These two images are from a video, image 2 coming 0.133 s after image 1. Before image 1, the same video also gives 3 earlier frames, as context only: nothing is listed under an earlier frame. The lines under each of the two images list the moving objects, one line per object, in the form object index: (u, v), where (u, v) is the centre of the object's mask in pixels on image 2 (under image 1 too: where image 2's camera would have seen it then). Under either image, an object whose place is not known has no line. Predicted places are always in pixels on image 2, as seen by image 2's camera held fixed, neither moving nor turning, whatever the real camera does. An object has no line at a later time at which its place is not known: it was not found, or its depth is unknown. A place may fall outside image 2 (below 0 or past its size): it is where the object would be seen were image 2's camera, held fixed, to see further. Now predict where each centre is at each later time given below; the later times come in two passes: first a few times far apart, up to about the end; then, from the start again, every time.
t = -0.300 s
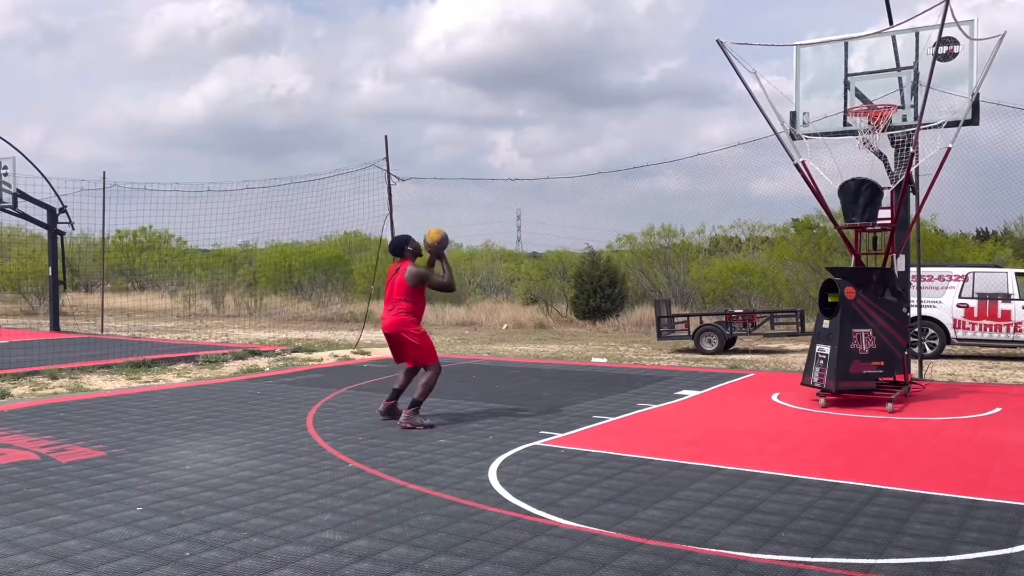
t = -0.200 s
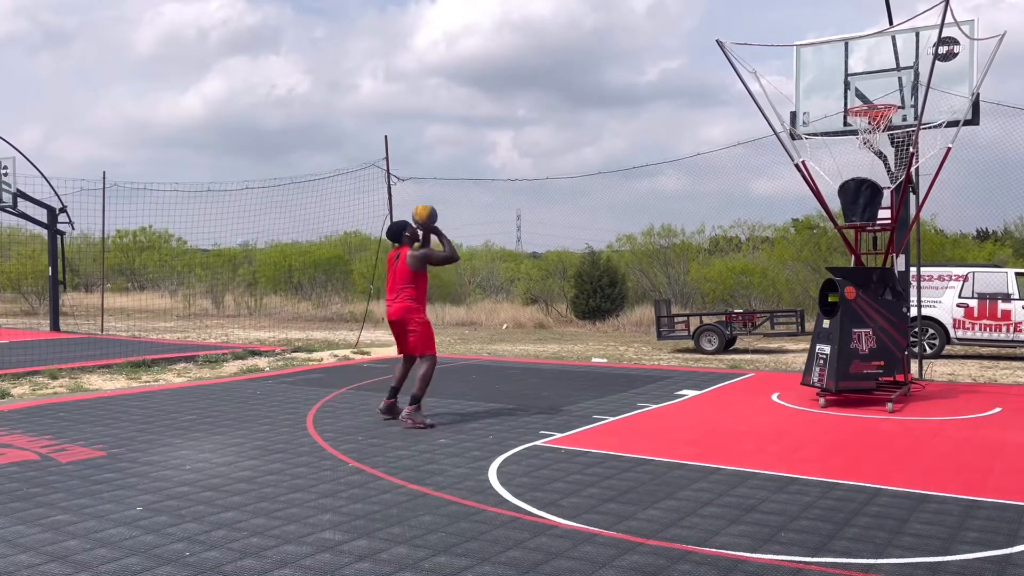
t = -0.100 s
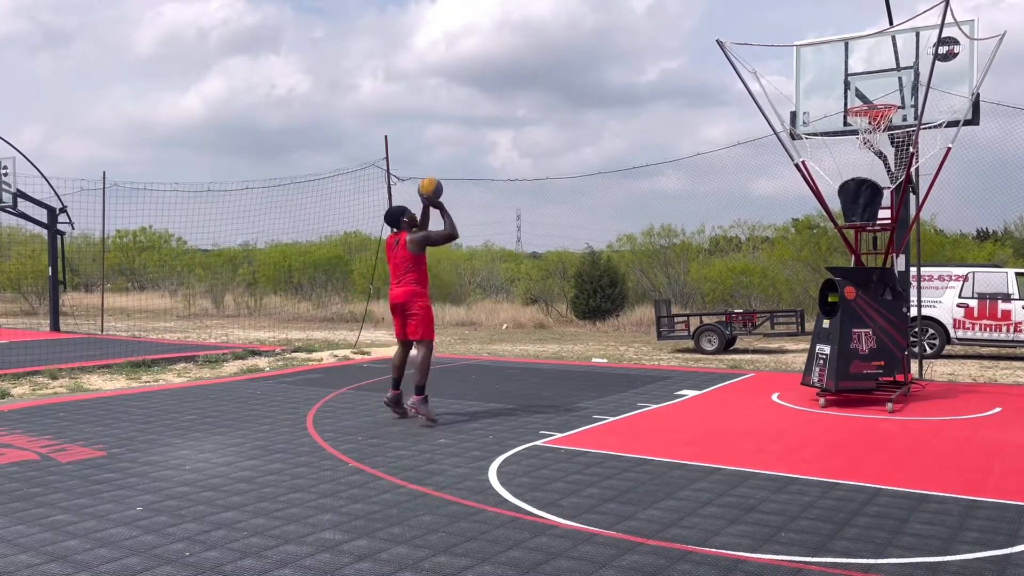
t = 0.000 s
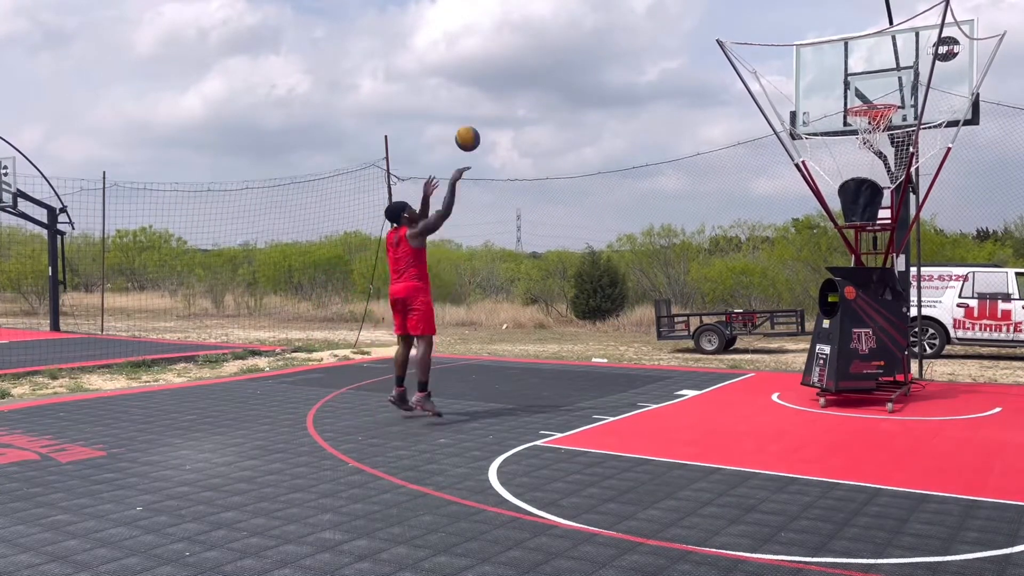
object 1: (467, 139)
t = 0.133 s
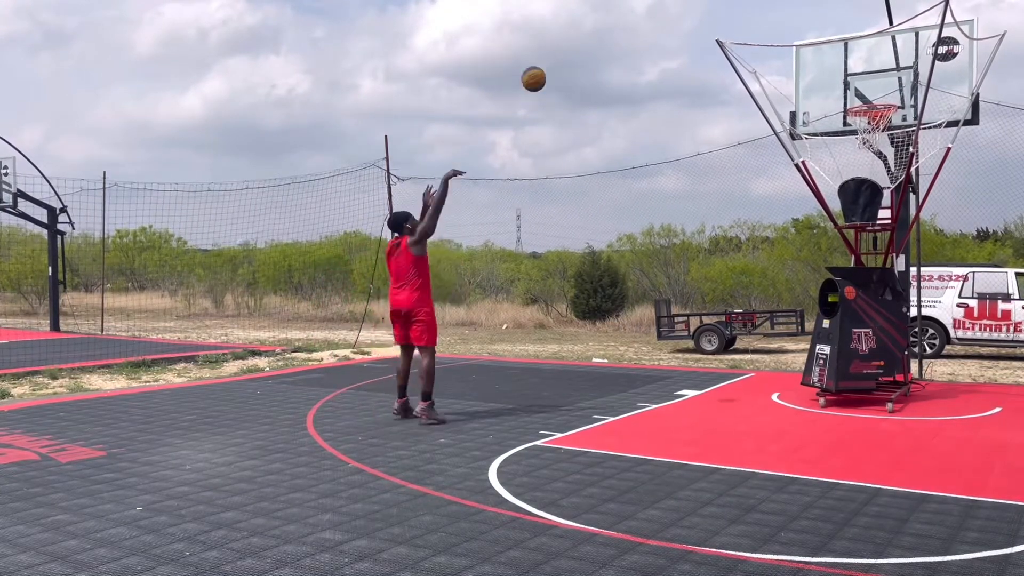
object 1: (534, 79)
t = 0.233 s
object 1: (581, 47)
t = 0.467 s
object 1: (685, 18)
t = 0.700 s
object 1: (780, 41)
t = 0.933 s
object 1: (859, 96)
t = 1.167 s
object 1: (896, 90)
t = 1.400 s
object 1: (914, 106)
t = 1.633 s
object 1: (921, 151)
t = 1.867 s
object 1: (853, 165)
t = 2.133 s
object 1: (825, 173)
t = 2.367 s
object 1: (846, 161)
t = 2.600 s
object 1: (862, 157)
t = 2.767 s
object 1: (870, 170)
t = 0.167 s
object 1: (550, 67)
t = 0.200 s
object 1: (565, 56)
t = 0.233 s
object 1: (581, 47)
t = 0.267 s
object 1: (597, 39)
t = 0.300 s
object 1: (612, 33)
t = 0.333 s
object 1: (627, 28)
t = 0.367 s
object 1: (642, 23)
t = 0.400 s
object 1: (657, 20)
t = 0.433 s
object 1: (671, 19)
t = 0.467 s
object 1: (685, 18)
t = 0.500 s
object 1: (700, 18)
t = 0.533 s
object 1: (713, 19)
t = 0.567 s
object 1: (727, 22)
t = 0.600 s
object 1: (740, 25)
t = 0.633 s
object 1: (754, 30)
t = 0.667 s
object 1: (767, 34)
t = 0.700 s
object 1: (780, 41)
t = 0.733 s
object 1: (792, 49)
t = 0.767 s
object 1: (804, 57)
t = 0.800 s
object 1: (817, 67)
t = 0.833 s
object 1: (829, 77)
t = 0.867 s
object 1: (841, 88)
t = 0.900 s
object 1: (851, 97)
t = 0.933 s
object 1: (859, 96)
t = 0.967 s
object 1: (866, 95)
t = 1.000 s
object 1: (873, 95)
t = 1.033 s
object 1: (881, 96)
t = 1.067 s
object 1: (887, 97)
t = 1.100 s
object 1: (890, 95)
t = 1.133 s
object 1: (894, 92)
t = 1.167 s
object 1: (896, 90)
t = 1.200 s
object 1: (899, 89)
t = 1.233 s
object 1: (902, 89)
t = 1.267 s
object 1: (904, 90)
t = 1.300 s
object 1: (907, 92)
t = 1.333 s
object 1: (909, 95)
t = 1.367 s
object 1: (911, 100)
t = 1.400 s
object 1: (914, 106)
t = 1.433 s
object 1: (917, 112)
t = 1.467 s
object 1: (919, 120)
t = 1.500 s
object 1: (923, 128)
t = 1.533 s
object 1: (926, 136)
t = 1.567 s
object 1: (927, 142)
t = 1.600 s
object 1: (926, 147)
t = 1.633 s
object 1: (921, 151)
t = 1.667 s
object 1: (912, 152)
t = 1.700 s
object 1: (902, 152)
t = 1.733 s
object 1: (893, 153)
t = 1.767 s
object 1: (884, 155)
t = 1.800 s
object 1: (873, 157)
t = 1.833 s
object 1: (863, 161)
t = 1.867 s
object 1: (853, 165)
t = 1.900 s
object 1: (844, 170)
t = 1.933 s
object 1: (834, 177)
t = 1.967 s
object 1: (826, 183)
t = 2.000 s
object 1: (822, 186)
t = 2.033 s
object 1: (821, 184)
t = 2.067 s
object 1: (821, 180)
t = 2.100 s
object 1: (823, 177)
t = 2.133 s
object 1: (825, 173)
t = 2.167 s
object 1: (828, 169)
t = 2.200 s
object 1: (831, 165)
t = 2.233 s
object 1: (834, 163)
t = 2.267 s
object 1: (837, 162)
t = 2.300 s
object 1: (840, 162)
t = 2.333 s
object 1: (843, 161)
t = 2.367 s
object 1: (846, 161)
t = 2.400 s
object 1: (849, 161)
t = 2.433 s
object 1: (852, 160)
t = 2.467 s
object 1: (854, 159)
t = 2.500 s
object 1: (857, 158)
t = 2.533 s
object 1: (859, 158)
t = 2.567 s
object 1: (860, 157)
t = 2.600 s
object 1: (862, 157)
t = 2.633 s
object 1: (863, 158)
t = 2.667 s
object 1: (865, 159)
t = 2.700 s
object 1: (866, 162)
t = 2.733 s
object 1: (868, 166)
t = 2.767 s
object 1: (870, 170)
